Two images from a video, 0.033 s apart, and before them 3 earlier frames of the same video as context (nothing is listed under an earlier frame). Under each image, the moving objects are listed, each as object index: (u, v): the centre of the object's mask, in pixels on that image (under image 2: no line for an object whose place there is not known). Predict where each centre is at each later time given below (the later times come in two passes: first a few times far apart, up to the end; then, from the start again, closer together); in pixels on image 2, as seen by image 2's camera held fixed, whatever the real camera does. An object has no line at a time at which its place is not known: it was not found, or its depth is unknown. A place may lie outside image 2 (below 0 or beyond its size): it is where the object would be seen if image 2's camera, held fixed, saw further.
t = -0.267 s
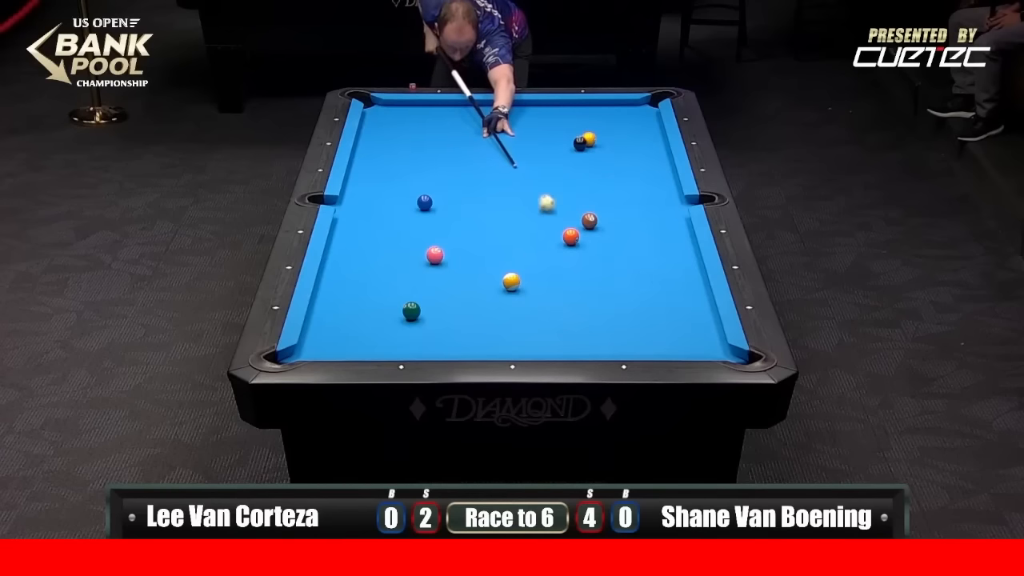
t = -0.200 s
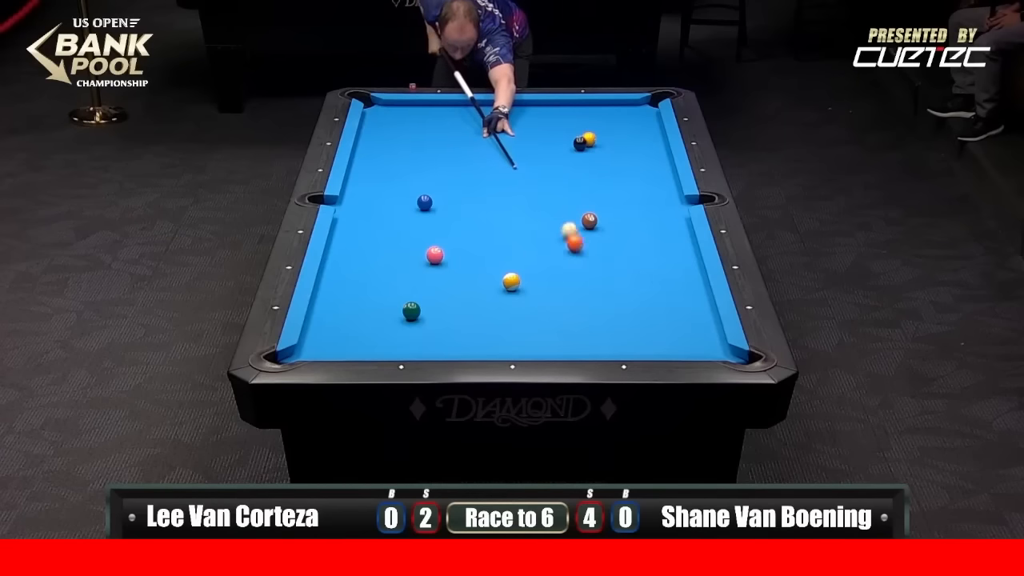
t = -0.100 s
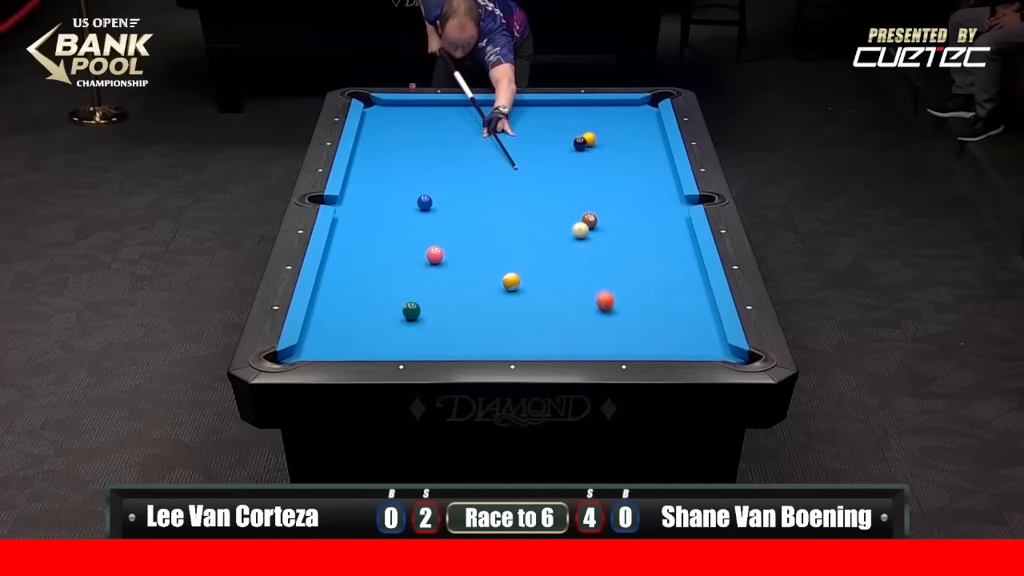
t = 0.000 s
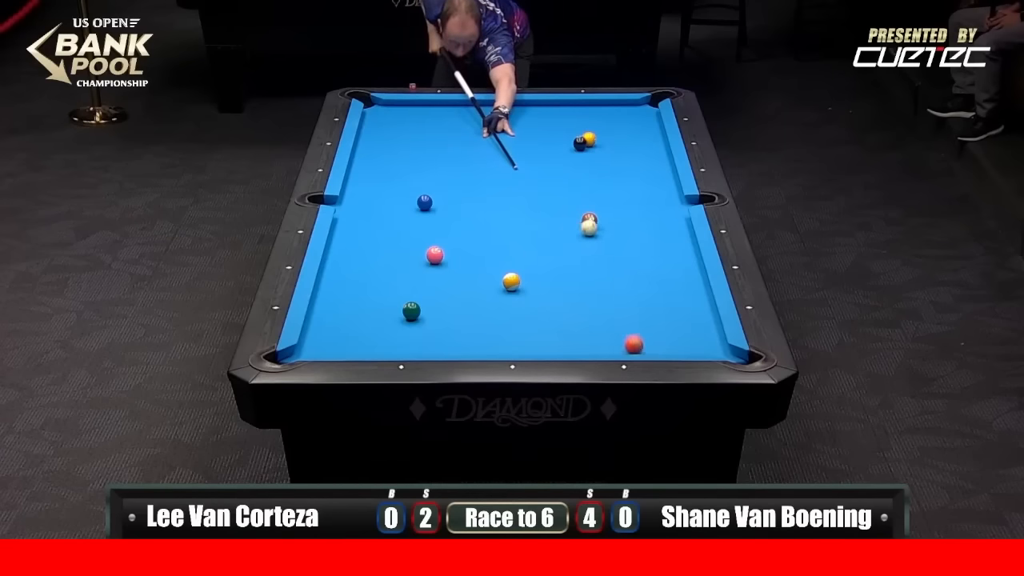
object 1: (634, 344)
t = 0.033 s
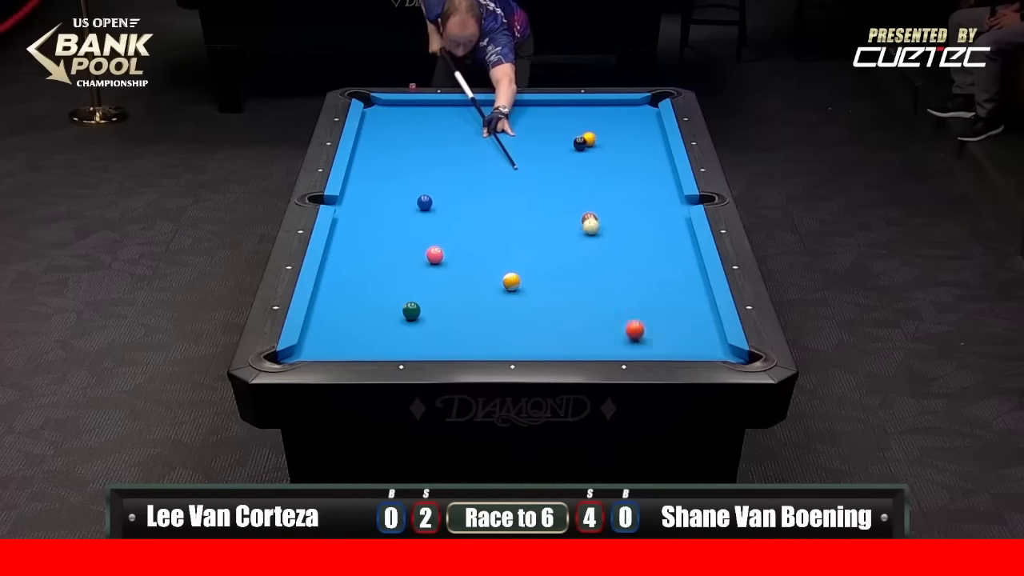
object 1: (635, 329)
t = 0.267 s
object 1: (639, 246)
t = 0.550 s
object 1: (642, 176)
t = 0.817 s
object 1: (643, 123)
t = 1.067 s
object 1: (652, 100)
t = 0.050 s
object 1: (635, 323)
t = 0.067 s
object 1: (636, 316)
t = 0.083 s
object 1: (636, 309)
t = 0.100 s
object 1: (636, 303)
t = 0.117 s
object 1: (637, 296)
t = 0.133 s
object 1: (637, 290)
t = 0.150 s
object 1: (637, 284)
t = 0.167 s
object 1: (638, 278)
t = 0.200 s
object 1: (638, 267)
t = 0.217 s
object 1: (638, 262)
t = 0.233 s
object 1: (639, 257)
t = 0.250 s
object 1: (639, 251)
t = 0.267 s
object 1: (639, 246)
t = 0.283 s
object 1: (639, 242)
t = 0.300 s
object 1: (640, 237)
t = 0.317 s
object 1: (640, 232)
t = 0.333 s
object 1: (640, 228)
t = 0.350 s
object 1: (640, 224)
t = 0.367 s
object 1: (640, 219)
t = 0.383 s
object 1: (640, 215)
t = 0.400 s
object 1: (640, 211)
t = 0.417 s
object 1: (641, 207)
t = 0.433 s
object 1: (641, 203)
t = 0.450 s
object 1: (641, 199)
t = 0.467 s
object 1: (641, 195)
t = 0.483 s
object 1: (641, 191)
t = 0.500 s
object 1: (641, 187)
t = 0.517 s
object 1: (641, 184)
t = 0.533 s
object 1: (641, 180)
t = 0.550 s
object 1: (642, 176)
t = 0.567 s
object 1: (642, 173)
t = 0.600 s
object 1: (642, 166)
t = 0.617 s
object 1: (642, 162)
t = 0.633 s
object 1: (642, 158)
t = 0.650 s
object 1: (642, 155)
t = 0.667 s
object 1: (642, 152)
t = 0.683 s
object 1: (642, 148)
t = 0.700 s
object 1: (642, 145)
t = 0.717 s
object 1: (642, 142)
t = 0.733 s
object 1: (643, 139)
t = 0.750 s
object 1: (643, 136)
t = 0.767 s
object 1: (643, 132)
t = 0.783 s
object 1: (643, 129)
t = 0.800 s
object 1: (643, 126)
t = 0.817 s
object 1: (643, 123)
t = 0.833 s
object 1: (643, 120)
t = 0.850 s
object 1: (643, 117)
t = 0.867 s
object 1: (643, 115)
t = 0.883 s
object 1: (643, 112)
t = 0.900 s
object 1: (644, 109)
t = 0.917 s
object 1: (644, 106)
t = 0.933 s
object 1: (644, 103)
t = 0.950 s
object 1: (644, 101)
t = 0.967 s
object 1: (650, 101)
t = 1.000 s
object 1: (656, 100)
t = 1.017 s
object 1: (654, 100)
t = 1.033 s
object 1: (653, 100)
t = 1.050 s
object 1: (652, 100)
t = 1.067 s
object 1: (652, 100)
